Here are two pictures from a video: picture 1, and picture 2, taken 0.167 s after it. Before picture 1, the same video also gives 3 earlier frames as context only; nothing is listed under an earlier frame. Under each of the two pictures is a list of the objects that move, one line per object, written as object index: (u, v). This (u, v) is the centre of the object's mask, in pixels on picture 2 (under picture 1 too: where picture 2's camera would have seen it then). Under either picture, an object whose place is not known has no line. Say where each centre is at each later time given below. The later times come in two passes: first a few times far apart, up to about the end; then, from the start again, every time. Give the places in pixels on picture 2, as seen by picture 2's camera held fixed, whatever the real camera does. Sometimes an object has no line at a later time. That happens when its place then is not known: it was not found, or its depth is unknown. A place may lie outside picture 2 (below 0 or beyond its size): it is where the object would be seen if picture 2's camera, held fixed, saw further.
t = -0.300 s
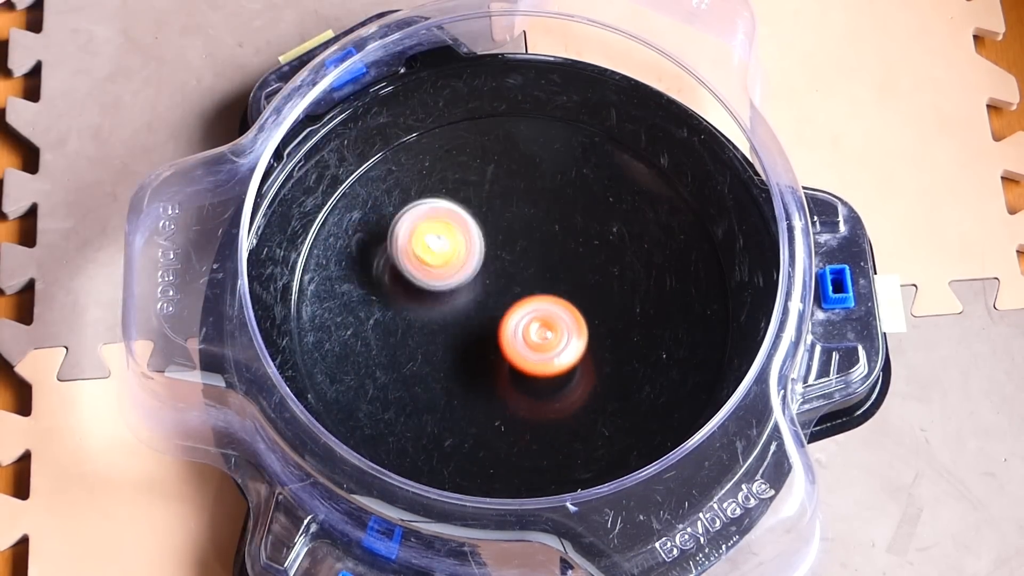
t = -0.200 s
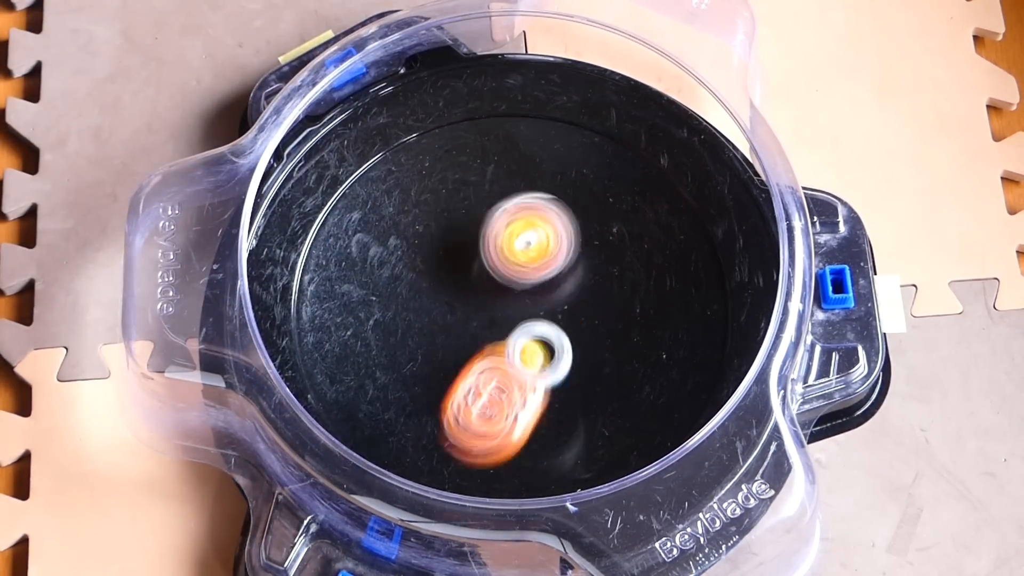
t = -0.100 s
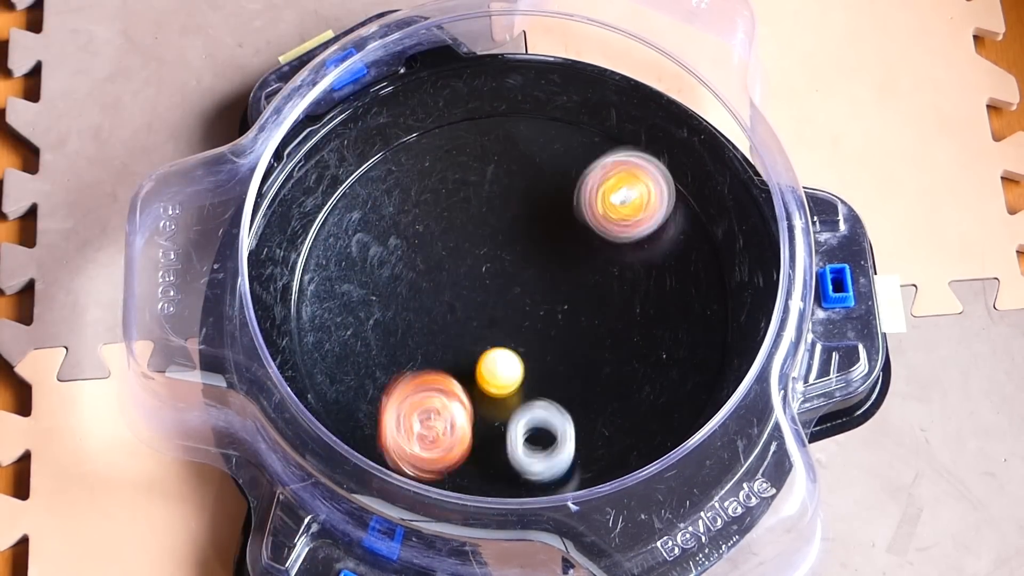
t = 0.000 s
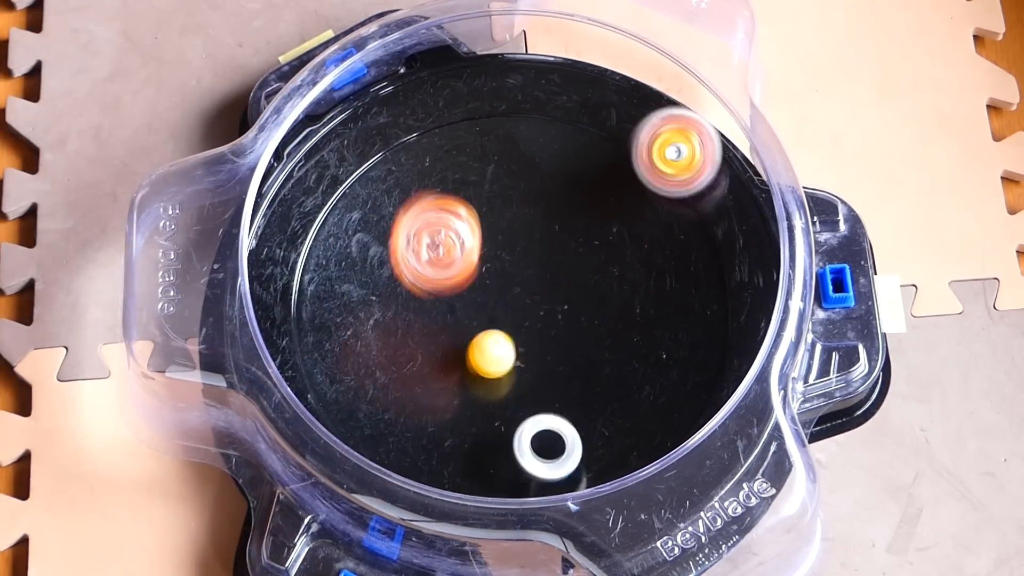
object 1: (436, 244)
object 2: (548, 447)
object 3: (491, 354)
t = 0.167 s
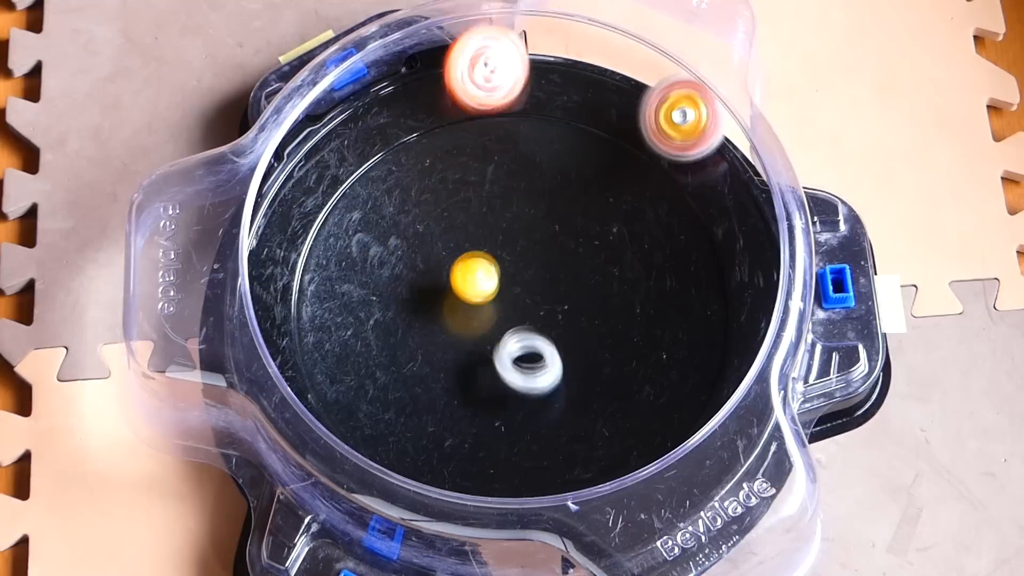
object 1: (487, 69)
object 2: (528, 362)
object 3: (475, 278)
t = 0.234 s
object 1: (526, 121)
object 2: (504, 310)
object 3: (468, 261)
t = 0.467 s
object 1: (570, 408)
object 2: (460, 415)
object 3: (624, 221)
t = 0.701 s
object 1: (596, 474)
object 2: (445, 343)
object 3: (653, 441)
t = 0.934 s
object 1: (329, 144)
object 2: (480, 167)
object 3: (530, 85)
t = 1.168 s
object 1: (499, 176)
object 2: (554, 236)
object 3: (623, 273)
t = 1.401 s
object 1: (584, 286)
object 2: (603, 355)
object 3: (601, 458)
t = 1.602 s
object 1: (588, 286)
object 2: (521, 334)
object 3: (764, 302)
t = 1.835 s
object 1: (658, 204)
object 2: (424, 297)
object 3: (577, 20)
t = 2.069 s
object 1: (596, 253)
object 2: (526, 281)
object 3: (695, 75)
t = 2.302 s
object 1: (718, 310)
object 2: (474, 245)
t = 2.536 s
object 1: (607, 328)
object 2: (470, 335)
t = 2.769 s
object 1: (599, 297)
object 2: (498, 382)
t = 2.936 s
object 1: (604, 288)
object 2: (505, 366)
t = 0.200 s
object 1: (507, 86)
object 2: (518, 340)
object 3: (471, 270)
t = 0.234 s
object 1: (526, 121)
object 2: (504, 310)
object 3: (468, 261)
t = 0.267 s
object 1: (542, 159)
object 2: (494, 309)
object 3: (456, 181)
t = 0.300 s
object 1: (555, 200)
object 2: (485, 324)
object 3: (443, 62)
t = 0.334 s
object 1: (567, 244)
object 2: (477, 340)
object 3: (480, 74)
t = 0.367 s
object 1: (573, 285)
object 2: (469, 364)
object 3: (519, 108)
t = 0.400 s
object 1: (576, 329)
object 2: (465, 376)
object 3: (558, 146)
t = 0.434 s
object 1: (575, 371)
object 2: (462, 392)
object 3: (590, 185)
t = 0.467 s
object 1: (570, 408)
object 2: (460, 415)
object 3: (624, 221)
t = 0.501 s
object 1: (563, 442)
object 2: (463, 426)
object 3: (646, 263)
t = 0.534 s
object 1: (554, 462)
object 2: (470, 437)
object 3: (662, 302)
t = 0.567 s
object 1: (577, 490)
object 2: (469, 428)
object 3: (672, 343)
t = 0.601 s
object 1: (622, 522)
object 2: (457, 411)
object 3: (675, 379)
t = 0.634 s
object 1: (665, 544)
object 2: (449, 392)
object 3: (671, 415)
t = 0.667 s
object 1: (642, 514)
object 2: (446, 366)
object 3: (655, 438)
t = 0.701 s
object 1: (596, 474)
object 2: (445, 343)
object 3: (653, 441)
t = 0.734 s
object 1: (536, 442)
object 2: (450, 312)
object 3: (666, 429)
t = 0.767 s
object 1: (485, 383)
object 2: (455, 283)
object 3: (673, 415)
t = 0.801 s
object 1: (437, 333)
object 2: (460, 253)
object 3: (676, 393)
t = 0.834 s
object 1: (392, 282)
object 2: (465, 223)
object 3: (667, 357)
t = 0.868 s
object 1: (357, 228)
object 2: (469, 200)
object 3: (622, 267)
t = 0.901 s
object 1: (329, 181)
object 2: (474, 181)
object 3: (574, 172)
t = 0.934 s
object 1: (329, 144)
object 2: (480, 167)
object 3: (530, 85)
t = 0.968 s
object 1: (352, 131)
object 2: (486, 160)
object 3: (516, 43)
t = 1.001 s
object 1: (374, 130)
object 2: (493, 160)
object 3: (538, 71)
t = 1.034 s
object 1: (398, 133)
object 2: (501, 166)
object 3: (558, 104)
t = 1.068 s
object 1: (422, 137)
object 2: (511, 178)
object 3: (579, 151)
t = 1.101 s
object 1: (448, 148)
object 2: (523, 194)
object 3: (600, 205)
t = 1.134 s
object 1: (474, 161)
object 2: (538, 214)
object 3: (613, 239)
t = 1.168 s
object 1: (499, 176)
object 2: (554, 236)
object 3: (623, 273)
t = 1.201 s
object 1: (521, 192)
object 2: (570, 256)
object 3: (634, 317)
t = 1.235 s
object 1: (540, 209)
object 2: (583, 276)
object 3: (644, 367)
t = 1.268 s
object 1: (557, 227)
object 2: (595, 296)
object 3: (642, 392)
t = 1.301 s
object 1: (569, 244)
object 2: (602, 314)
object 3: (636, 418)
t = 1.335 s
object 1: (578, 260)
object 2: (607, 329)
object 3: (630, 447)
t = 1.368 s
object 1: (583, 274)
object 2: (606, 342)
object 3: (617, 459)
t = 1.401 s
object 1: (584, 286)
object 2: (603, 355)
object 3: (601, 458)
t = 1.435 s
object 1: (582, 295)
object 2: (594, 364)
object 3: (581, 457)
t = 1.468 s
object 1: (578, 301)
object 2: (580, 370)
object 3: (556, 450)
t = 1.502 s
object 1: (576, 301)
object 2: (562, 377)
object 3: (534, 432)
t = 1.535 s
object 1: (575, 301)
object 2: (545, 371)
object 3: (536, 429)
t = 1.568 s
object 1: (575, 300)
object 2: (537, 351)
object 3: (673, 376)
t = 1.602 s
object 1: (588, 286)
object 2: (521, 334)
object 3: (764, 302)
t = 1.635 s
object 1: (615, 256)
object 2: (499, 326)
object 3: (750, 251)
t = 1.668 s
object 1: (643, 233)
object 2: (479, 315)
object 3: (717, 198)
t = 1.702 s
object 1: (661, 218)
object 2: (459, 310)
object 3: (683, 152)
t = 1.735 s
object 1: (664, 205)
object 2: (444, 304)
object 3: (649, 105)
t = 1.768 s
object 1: (666, 201)
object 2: (432, 301)
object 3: (616, 60)
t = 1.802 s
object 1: (664, 201)
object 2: (426, 298)
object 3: (582, 20)
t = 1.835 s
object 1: (658, 204)
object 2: (424, 297)
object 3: (577, 20)
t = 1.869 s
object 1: (651, 210)
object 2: (427, 298)
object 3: (594, 46)
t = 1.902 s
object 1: (642, 216)
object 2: (437, 297)
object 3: (613, 32)
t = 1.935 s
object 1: (633, 223)
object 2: (449, 298)
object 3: (631, 29)
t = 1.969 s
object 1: (624, 231)
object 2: (466, 297)
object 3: (651, 36)
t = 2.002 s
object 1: (614, 238)
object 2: (485, 294)
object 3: (664, 48)
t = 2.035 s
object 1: (605, 246)
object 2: (507, 288)
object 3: (678, 61)
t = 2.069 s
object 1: (596, 253)
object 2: (526, 281)
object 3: (695, 75)
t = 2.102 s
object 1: (624, 254)
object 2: (529, 270)
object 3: (702, 82)
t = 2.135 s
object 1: (666, 264)
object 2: (527, 264)
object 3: (713, 93)
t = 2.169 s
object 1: (698, 273)
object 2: (520, 252)
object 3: (727, 104)
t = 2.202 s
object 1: (721, 284)
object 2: (512, 243)
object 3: (733, 113)
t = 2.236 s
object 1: (729, 293)
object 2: (502, 242)
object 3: (735, 120)
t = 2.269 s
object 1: (725, 302)
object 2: (488, 239)
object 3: (761, 122)
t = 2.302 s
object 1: (718, 310)
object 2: (474, 245)
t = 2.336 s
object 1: (706, 315)
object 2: (462, 254)
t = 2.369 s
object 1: (691, 320)
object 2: (453, 268)
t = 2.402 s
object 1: (674, 324)
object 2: (448, 285)
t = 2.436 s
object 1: (657, 326)
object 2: (450, 298)
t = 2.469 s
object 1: (640, 328)
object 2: (455, 315)
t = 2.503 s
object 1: (623, 328)
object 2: (463, 324)
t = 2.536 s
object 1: (607, 328)
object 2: (470, 335)
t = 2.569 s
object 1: (593, 328)
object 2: (477, 340)
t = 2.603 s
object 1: (580, 327)
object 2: (482, 349)
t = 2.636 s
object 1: (569, 326)
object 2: (490, 358)
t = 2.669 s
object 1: (561, 324)
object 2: (499, 364)
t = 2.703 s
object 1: (576, 315)
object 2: (500, 373)
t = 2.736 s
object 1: (590, 305)
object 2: (500, 379)
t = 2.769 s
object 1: (599, 297)
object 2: (498, 382)
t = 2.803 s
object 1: (603, 291)
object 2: (498, 383)
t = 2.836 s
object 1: (604, 288)
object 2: (499, 382)
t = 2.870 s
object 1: (604, 287)
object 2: (501, 377)
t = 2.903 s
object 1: (604, 287)
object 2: (503, 372)
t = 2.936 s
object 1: (604, 288)
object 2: (505, 366)
